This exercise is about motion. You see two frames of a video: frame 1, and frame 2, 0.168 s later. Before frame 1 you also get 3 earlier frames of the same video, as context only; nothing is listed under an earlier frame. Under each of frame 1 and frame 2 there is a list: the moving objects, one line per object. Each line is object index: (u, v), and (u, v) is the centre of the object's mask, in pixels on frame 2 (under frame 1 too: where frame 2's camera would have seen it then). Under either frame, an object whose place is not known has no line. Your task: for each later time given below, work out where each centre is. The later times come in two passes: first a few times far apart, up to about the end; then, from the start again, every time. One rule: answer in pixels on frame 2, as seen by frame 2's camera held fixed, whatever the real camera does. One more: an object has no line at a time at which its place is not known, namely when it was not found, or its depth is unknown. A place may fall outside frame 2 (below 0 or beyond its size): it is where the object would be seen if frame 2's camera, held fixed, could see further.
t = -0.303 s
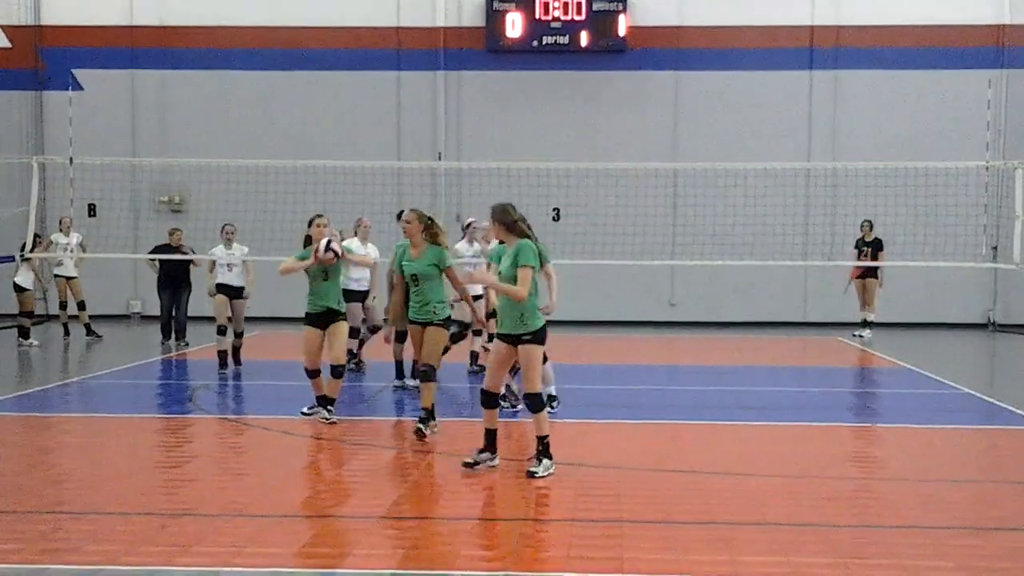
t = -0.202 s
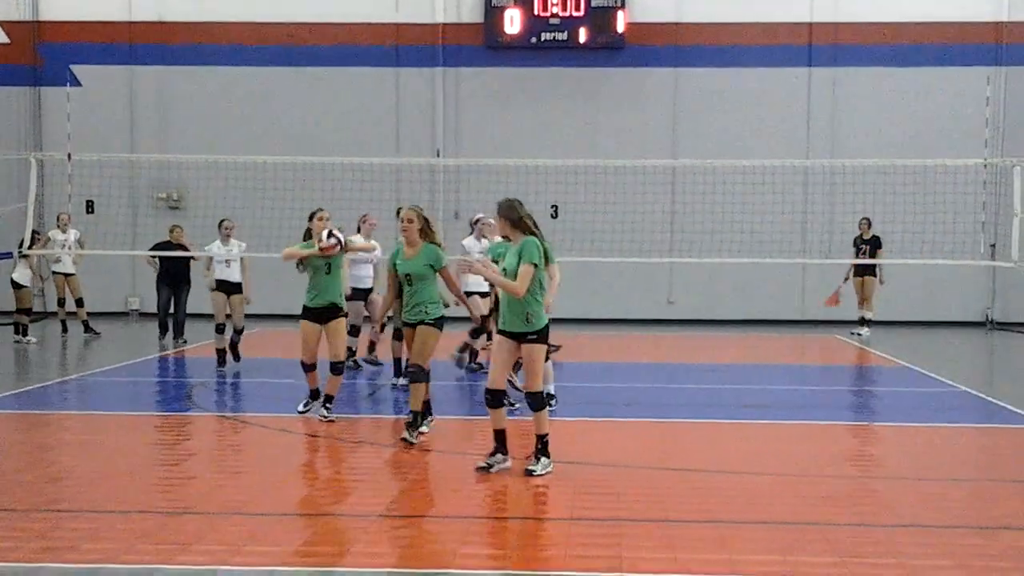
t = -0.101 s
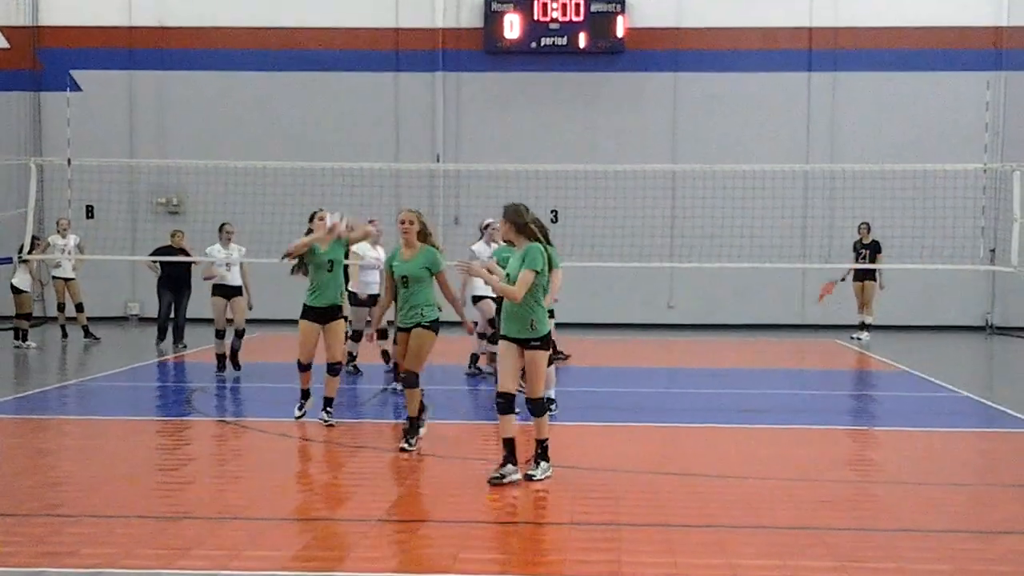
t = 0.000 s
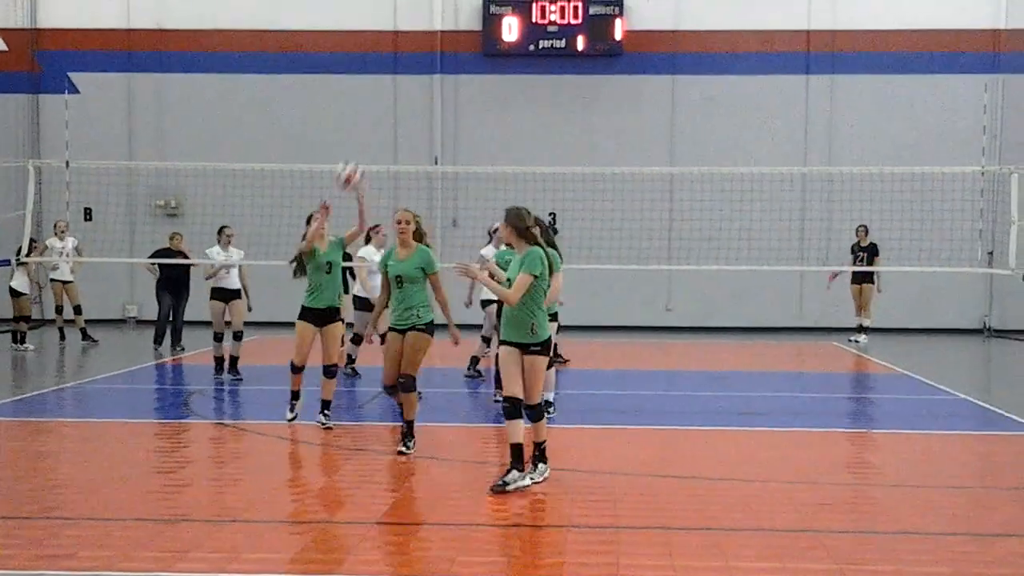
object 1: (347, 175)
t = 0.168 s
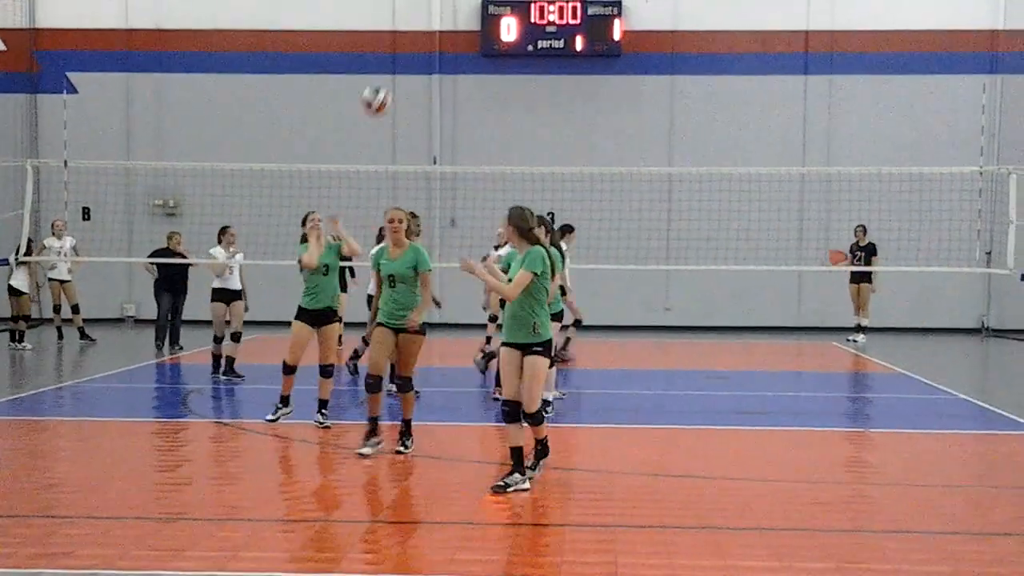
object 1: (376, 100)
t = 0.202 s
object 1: (382, 87)
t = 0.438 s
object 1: (428, 51)
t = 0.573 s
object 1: (458, 68)
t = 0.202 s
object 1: (382, 87)
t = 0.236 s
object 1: (388, 77)
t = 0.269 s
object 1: (395, 69)
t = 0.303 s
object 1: (401, 62)
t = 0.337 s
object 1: (407, 57)
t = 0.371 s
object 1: (414, 54)
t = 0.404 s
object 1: (421, 52)
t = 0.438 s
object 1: (428, 51)
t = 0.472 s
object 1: (435, 53)
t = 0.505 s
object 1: (443, 56)
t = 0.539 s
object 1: (450, 60)
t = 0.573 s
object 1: (458, 68)
